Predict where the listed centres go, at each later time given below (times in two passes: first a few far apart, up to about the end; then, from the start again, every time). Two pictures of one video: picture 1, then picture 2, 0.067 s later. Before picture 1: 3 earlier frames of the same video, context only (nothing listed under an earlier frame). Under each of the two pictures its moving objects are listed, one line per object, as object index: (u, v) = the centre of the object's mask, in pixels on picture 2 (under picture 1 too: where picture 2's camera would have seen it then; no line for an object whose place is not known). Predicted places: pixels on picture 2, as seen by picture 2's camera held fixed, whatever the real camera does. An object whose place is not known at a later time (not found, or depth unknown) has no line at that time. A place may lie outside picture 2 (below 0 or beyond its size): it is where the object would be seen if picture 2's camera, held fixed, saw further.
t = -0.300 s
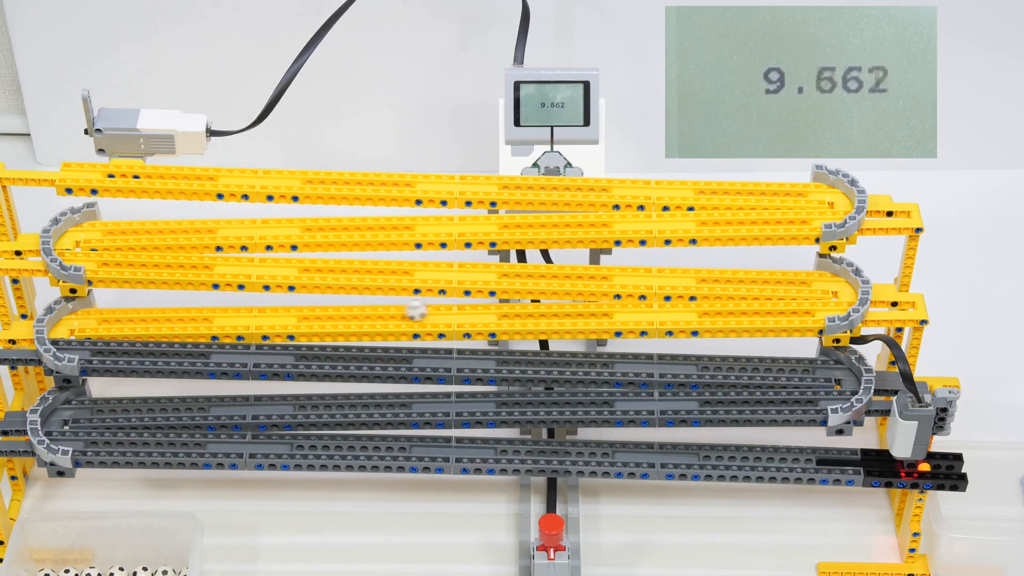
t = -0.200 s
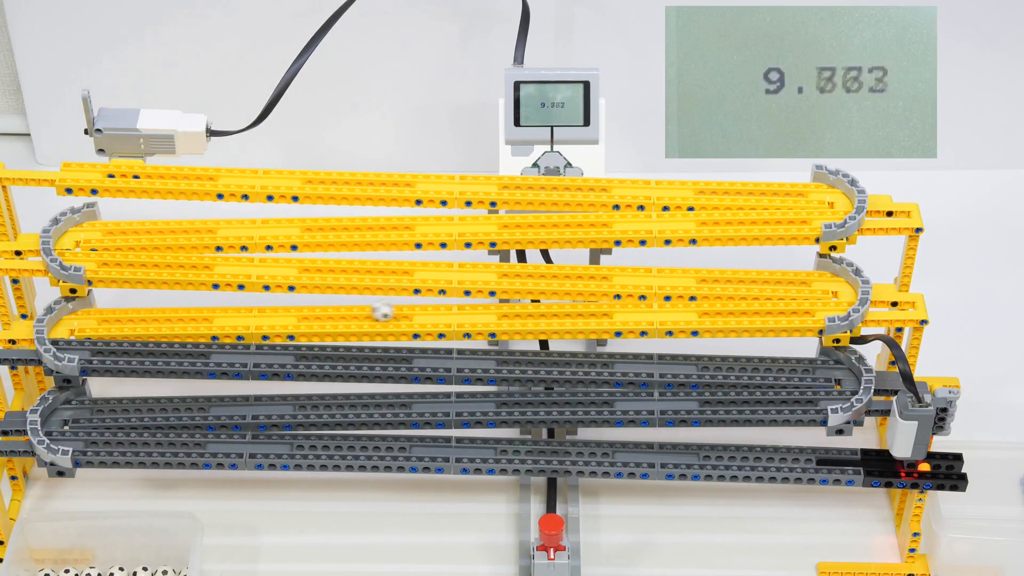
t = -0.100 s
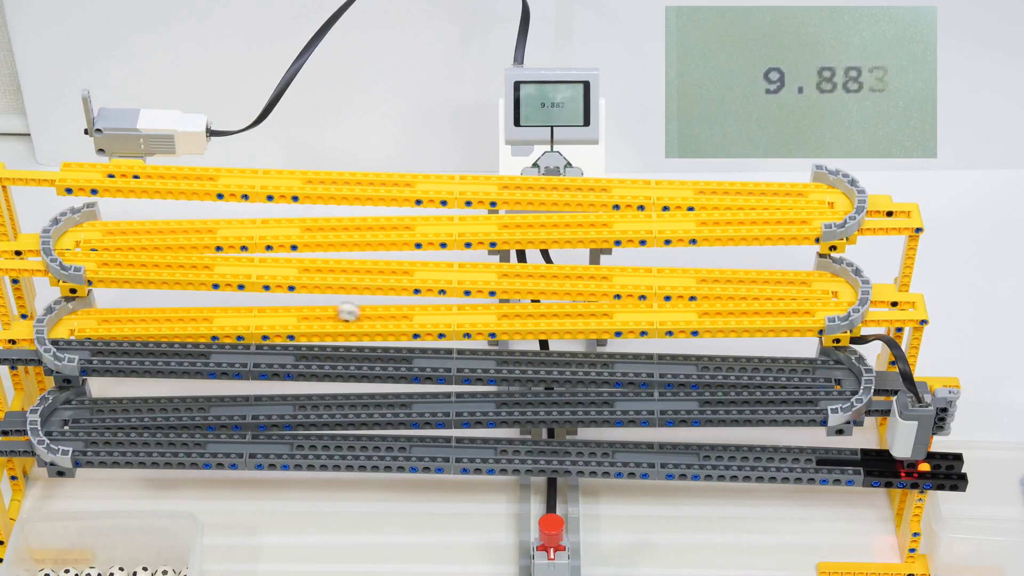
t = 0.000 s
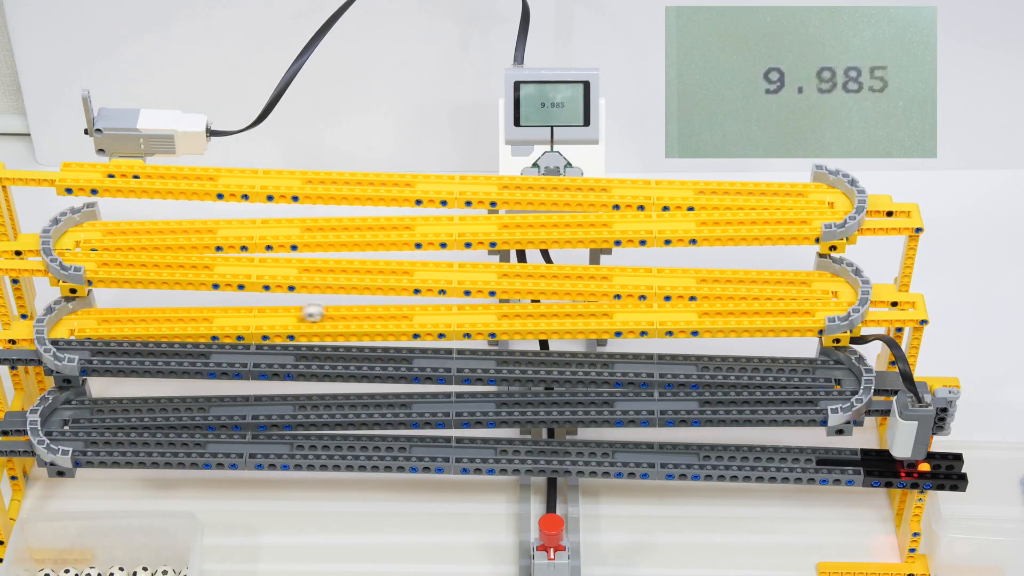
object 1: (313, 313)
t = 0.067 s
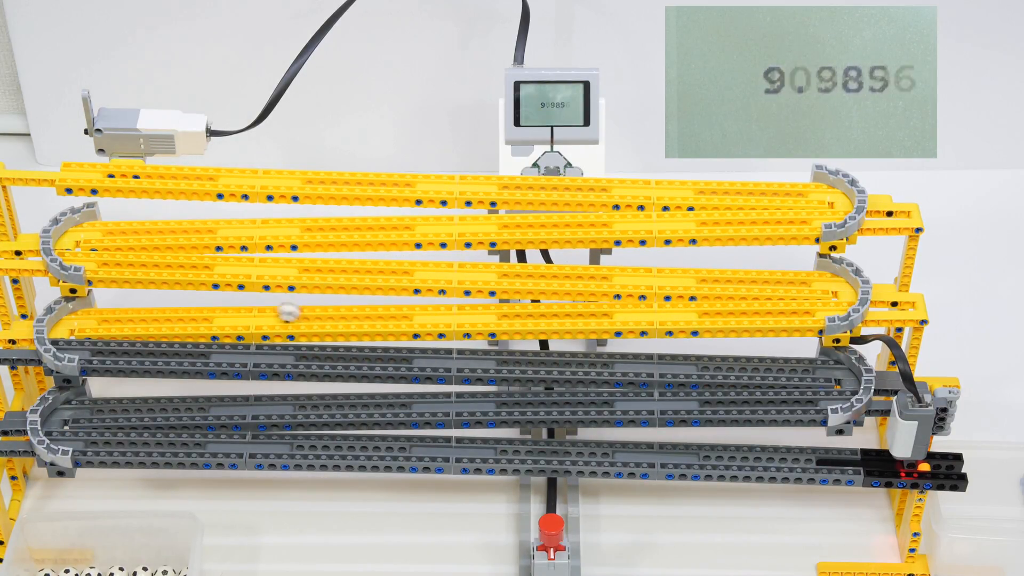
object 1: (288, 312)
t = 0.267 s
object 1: (214, 313)
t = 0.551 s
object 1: (101, 315)
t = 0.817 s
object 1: (74, 345)
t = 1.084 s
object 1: (119, 347)
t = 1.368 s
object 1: (176, 348)
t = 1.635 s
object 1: (240, 349)
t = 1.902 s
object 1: (315, 351)
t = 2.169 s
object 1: (398, 354)
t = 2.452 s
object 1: (492, 355)
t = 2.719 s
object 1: (584, 358)
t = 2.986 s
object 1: (679, 361)
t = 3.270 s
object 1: (785, 363)
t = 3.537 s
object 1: (843, 386)
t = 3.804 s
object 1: (799, 395)
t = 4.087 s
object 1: (743, 396)
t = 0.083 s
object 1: (283, 312)
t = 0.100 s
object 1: (277, 312)
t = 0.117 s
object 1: (271, 312)
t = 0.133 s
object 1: (264, 313)
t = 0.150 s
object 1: (258, 313)
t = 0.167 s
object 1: (251, 313)
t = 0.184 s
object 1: (245, 313)
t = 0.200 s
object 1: (239, 313)
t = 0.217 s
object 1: (232, 313)
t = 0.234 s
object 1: (226, 313)
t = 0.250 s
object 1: (220, 313)
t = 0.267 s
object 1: (214, 313)
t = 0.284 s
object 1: (207, 314)
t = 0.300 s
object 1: (200, 314)
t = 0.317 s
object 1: (194, 314)
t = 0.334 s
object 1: (187, 314)
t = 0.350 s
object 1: (181, 314)
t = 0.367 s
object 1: (174, 314)
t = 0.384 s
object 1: (168, 314)
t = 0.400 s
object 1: (161, 314)
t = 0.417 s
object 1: (155, 314)
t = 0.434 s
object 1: (148, 314)
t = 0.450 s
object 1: (141, 315)
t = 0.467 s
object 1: (135, 315)
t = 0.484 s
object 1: (128, 314)
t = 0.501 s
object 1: (122, 314)
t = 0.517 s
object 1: (114, 314)
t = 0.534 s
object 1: (107, 314)
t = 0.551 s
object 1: (101, 315)
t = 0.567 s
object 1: (93, 315)
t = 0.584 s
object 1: (86, 315)
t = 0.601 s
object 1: (80, 314)
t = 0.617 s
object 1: (72, 314)
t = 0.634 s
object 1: (66, 317)
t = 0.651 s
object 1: (62, 321)
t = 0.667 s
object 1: (59, 325)
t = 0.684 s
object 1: (59, 328)
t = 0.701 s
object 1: (61, 331)
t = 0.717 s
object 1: (62, 334)
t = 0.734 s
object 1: (64, 338)
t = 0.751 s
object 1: (65, 340)
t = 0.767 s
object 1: (67, 343)
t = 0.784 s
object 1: (70, 344)
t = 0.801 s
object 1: (72, 345)
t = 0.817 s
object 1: (74, 345)
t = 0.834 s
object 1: (78, 345)
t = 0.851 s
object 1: (80, 345)
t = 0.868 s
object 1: (82, 345)
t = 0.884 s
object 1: (84, 346)
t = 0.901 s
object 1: (87, 346)
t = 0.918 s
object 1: (90, 346)
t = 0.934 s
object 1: (93, 346)
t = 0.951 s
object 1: (96, 346)
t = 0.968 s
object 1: (98, 346)
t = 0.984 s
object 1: (101, 346)
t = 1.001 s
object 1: (104, 346)
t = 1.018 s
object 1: (107, 347)
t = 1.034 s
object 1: (110, 347)
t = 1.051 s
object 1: (112, 346)
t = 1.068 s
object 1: (116, 346)
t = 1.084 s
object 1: (119, 347)
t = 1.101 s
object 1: (122, 347)
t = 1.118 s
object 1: (124, 347)
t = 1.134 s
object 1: (128, 347)
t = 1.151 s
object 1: (131, 347)
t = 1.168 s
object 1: (134, 347)
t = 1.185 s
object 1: (137, 347)
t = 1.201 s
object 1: (141, 347)
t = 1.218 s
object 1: (144, 347)
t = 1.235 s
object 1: (147, 347)
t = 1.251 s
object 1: (151, 347)
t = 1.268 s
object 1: (154, 348)
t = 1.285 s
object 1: (158, 347)
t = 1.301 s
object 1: (161, 348)
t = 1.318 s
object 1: (165, 348)
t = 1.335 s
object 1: (169, 348)
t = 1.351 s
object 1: (172, 348)
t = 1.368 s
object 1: (176, 348)
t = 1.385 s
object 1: (180, 348)
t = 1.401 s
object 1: (183, 348)
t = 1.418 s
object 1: (187, 348)
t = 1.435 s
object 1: (191, 348)
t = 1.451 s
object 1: (195, 348)
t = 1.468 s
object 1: (199, 349)
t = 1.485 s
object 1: (203, 348)
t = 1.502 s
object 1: (207, 349)
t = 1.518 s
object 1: (210, 349)
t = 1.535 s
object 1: (215, 349)
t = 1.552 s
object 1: (218, 349)
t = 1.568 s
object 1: (223, 349)
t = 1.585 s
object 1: (227, 350)
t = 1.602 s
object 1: (232, 350)
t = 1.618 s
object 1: (237, 350)
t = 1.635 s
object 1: (240, 349)
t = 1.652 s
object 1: (245, 350)
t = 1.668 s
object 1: (250, 350)
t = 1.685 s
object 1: (254, 350)
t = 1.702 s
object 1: (259, 350)
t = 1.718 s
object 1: (263, 350)
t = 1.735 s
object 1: (267, 350)
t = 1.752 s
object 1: (272, 350)
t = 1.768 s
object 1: (276, 351)
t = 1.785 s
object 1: (282, 351)
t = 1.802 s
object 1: (286, 351)
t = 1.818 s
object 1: (290, 351)
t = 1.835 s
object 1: (295, 351)
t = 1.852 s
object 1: (300, 351)
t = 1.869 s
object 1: (305, 351)
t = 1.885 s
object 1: (310, 351)
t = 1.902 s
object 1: (315, 351)
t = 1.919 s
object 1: (320, 352)
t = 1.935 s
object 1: (324, 352)
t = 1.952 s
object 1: (329, 352)
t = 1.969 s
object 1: (335, 352)
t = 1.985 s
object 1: (340, 352)
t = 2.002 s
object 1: (345, 353)
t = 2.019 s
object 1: (350, 352)
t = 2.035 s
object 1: (355, 353)
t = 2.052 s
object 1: (361, 353)
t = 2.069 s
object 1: (366, 353)
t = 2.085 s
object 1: (371, 353)
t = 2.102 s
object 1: (376, 353)
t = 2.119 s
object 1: (381, 353)
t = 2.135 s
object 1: (387, 353)
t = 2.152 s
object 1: (392, 354)
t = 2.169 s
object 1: (398, 354)
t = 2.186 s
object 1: (403, 354)
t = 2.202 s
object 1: (409, 354)
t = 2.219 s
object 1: (413, 354)
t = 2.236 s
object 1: (420, 354)
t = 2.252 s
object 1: (425, 354)
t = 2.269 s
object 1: (430, 354)
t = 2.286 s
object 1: (436, 354)
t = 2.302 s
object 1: (441, 355)
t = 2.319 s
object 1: (447, 355)
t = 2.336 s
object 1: (453, 355)
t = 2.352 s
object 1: (458, 355)
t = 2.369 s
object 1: (464, 355)
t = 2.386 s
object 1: (469, 355)
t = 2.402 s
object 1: (475, 355)
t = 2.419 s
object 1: (481, 355)
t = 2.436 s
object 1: (486, 356)
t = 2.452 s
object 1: (492, 355)
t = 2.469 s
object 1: (498, 355)
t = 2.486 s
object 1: (503, 356)
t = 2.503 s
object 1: (509, 356)
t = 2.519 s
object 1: (514, 356)
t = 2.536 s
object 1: (521, 356)
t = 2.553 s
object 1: (526, 357)
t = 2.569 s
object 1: (532, 357)
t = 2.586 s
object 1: (538, 357)
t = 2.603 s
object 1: (543, 357)
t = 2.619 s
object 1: (549, 357)
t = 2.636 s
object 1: (555, 357)
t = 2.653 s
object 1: (561, 357)
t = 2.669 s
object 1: (567, 357)
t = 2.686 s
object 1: (573, 358)
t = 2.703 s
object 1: (578, 358)
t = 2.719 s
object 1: (584, 358)
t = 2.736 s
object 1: (590, 358)
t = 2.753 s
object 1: (596, 358)
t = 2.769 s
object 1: (601, 358)
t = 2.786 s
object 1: (607, 358)
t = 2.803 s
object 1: (613, 359)
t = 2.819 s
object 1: (619, 359)
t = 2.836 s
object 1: (625, 359)
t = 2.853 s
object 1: (631, 360)
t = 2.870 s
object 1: (638, 360)
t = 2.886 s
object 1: (644, 360)
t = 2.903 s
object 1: (649, 360)
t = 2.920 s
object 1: (656, 360)
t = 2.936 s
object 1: (661, 360)
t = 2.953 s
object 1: (667, 360)
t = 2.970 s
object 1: (673, 361)
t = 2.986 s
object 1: (679, 361)
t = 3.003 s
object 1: (686, 361)
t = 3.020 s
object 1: (691, 361)
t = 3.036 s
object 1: (699, 362)
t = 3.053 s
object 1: (704, 362)
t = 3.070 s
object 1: (710, 362)
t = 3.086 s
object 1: (716, 362)
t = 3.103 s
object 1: (723, 362)
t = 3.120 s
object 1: (729, 362)
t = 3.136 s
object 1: (735, 362)
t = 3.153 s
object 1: (741, 362)
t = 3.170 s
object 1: (747, 363)
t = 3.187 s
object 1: (754, 363)
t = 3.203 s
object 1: (760, 363)
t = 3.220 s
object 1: (766, 363)
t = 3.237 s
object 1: (772, 363)
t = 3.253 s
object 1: (778, 363)
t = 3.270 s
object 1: (785, 363)
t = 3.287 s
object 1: (791, 364)
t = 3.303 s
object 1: (797, 365)
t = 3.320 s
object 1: (805, 365)
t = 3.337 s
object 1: (811, 364)
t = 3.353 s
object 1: (817, 364)
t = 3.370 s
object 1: (823, 365)
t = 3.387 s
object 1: (830, 364)
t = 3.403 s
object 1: (837, 365)
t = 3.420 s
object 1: (842, 367)
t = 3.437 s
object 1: (846, 370)
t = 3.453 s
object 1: (847, 373)
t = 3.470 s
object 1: (849, 377)
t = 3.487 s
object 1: (848, 378)
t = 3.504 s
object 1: (846, 381)
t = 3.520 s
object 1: (845, 383)
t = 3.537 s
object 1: (843, 386)
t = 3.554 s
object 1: (841, 387)
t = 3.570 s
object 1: (838, 389)
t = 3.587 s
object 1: (835, 392)
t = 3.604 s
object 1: (834, 394)
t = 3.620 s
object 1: (831, 394)
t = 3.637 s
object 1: (828, 395)
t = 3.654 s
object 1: (826, 395)
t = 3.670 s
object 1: (823, 395)
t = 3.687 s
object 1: (820, 395)
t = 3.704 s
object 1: (817, 395)
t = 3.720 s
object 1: (814, 395)
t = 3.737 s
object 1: (812, 395)
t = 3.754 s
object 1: (809, 396)
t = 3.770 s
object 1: (806, 396)
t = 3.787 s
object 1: (802, 396)
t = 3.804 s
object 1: (799, 395)
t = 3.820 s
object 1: (796, 395)
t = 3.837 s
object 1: (794, 396)
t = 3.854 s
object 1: (791, 396)
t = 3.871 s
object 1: (787, 395)
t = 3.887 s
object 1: (784, 395)
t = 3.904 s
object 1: (781, 395)
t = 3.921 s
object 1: (778, 395)
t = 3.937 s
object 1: (774, 395)
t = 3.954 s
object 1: (771, 396)
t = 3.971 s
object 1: (768, 396)
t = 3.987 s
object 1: (764, 396)
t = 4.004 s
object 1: (761, 396)
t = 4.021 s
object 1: (757, 396)
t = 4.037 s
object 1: (753, 396)
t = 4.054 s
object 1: (750, 396)
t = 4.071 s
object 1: (747, 396)
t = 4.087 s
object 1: (743, 396)
